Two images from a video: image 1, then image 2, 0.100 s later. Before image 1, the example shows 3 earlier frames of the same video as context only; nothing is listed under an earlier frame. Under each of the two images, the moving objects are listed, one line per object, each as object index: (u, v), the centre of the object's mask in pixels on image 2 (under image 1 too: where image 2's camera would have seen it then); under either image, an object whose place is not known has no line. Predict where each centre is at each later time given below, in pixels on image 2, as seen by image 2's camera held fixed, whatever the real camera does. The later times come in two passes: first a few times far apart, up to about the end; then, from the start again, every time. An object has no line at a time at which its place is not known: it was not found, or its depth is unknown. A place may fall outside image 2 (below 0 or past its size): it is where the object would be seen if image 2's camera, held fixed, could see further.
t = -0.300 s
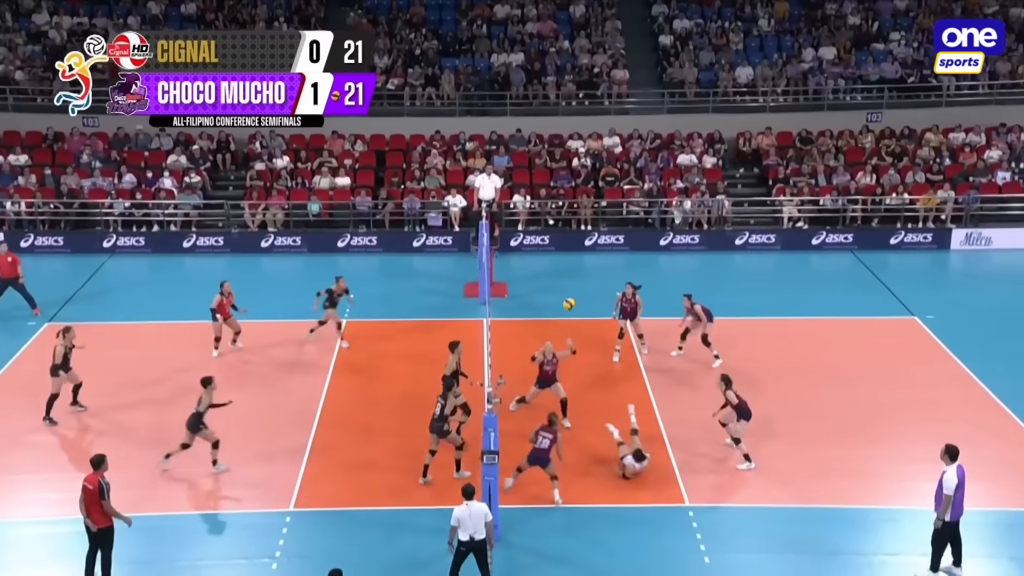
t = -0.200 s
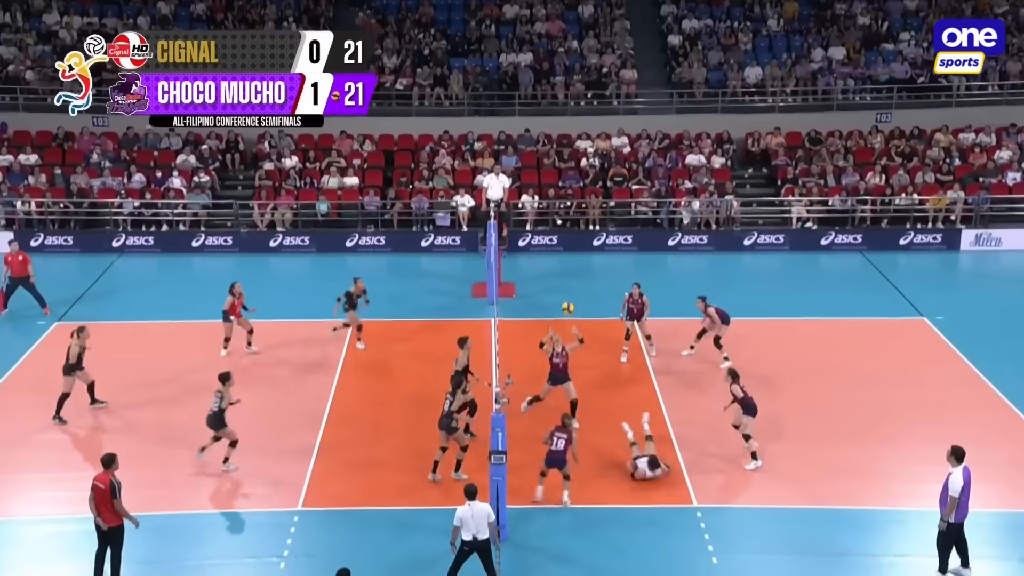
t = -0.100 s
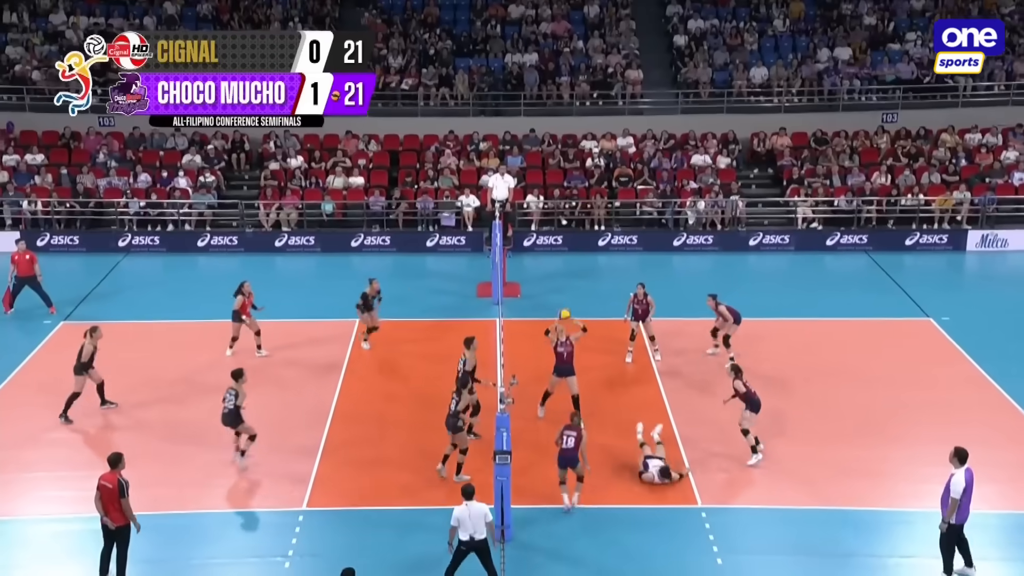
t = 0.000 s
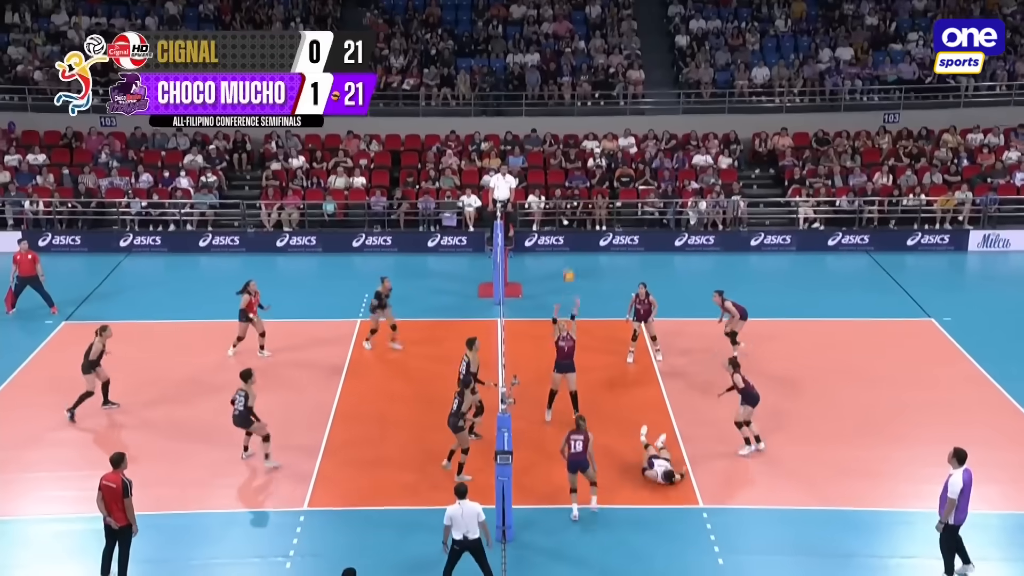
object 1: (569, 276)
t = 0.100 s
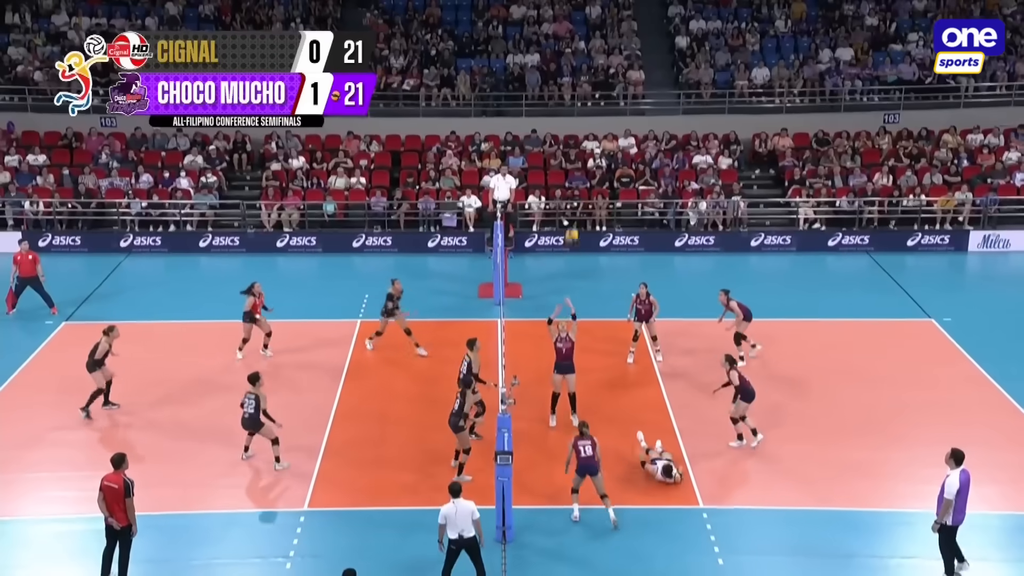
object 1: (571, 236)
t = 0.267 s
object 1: (577, 179)
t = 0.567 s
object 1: (587, 119)
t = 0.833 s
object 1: (594, 111)
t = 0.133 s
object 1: (573, 223)
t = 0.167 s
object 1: (574, 210)
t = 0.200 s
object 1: (575, 198)
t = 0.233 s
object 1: (576, 189)
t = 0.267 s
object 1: (577, 179)
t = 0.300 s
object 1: (578, 170)
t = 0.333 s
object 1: (581, 161)
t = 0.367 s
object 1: (582, 154)
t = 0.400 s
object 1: (582, 147)
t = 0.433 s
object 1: (583, 140)
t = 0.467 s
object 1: (584, 134)
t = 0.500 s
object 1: (586, 128)
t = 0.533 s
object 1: (586, 124)
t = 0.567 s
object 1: (587, 119)
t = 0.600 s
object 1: (588, 115)
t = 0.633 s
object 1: (589, 113)
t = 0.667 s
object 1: (590, 111)
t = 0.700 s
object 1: (591, 110)
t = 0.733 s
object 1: (592, 110)
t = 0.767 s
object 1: (593, 109)
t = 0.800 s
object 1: (594, 110)
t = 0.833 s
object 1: (594, 111)
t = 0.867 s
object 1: (595, 113)
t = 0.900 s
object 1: (596, 115)
